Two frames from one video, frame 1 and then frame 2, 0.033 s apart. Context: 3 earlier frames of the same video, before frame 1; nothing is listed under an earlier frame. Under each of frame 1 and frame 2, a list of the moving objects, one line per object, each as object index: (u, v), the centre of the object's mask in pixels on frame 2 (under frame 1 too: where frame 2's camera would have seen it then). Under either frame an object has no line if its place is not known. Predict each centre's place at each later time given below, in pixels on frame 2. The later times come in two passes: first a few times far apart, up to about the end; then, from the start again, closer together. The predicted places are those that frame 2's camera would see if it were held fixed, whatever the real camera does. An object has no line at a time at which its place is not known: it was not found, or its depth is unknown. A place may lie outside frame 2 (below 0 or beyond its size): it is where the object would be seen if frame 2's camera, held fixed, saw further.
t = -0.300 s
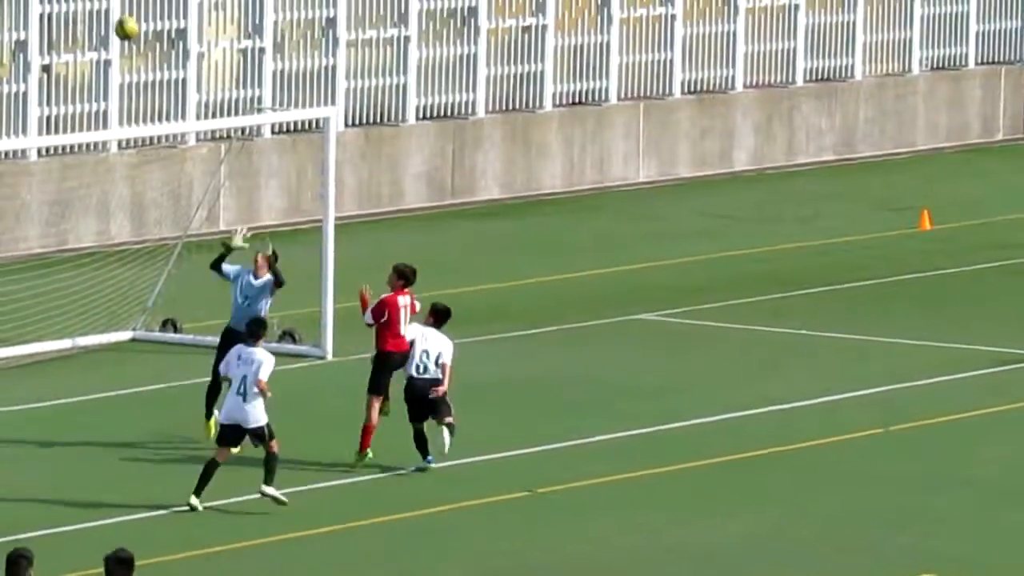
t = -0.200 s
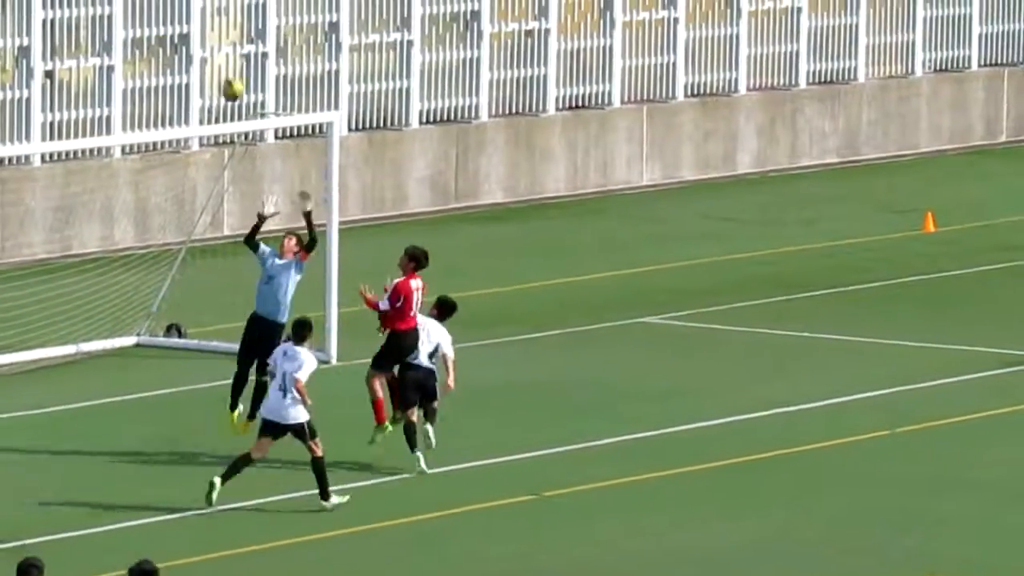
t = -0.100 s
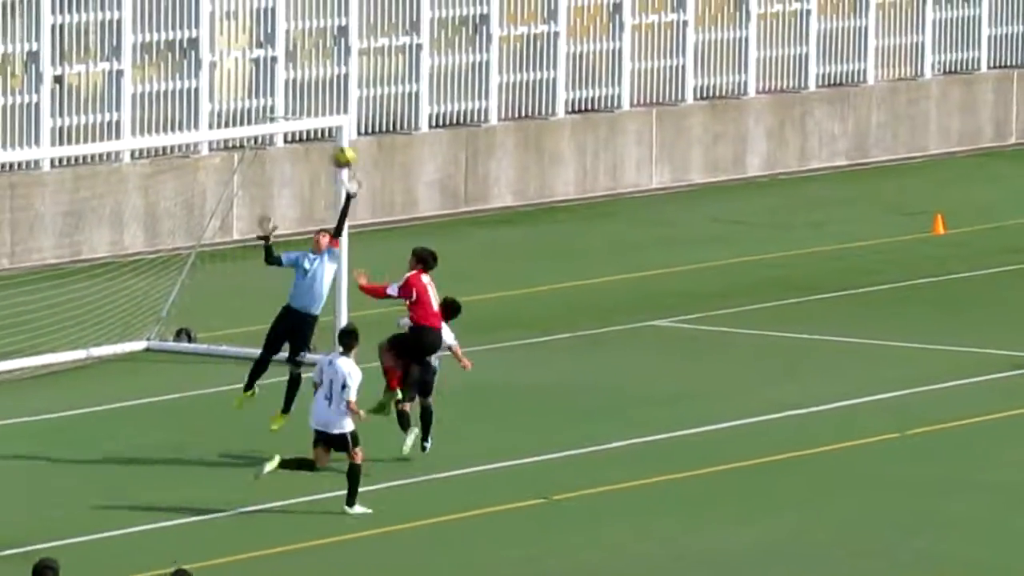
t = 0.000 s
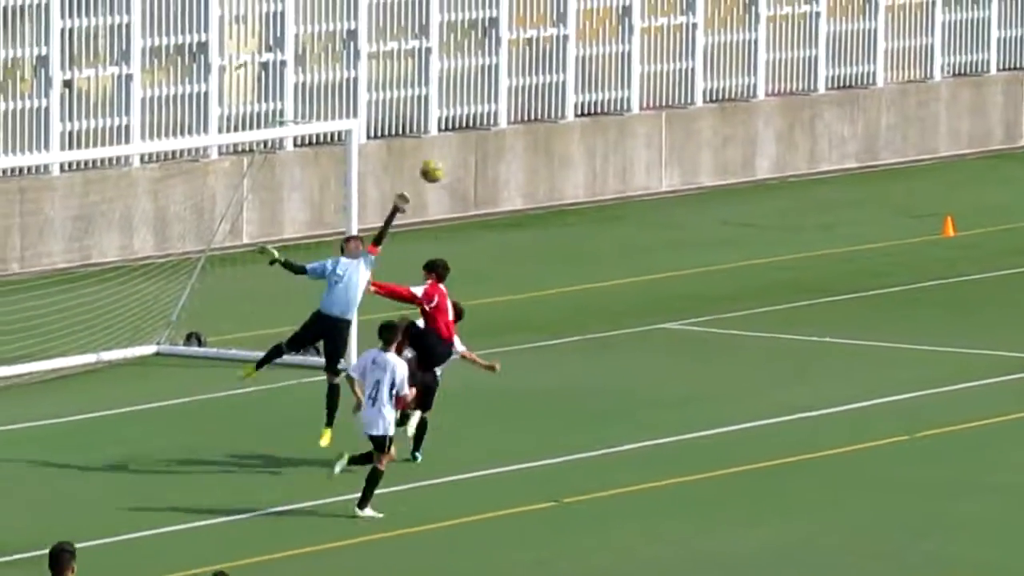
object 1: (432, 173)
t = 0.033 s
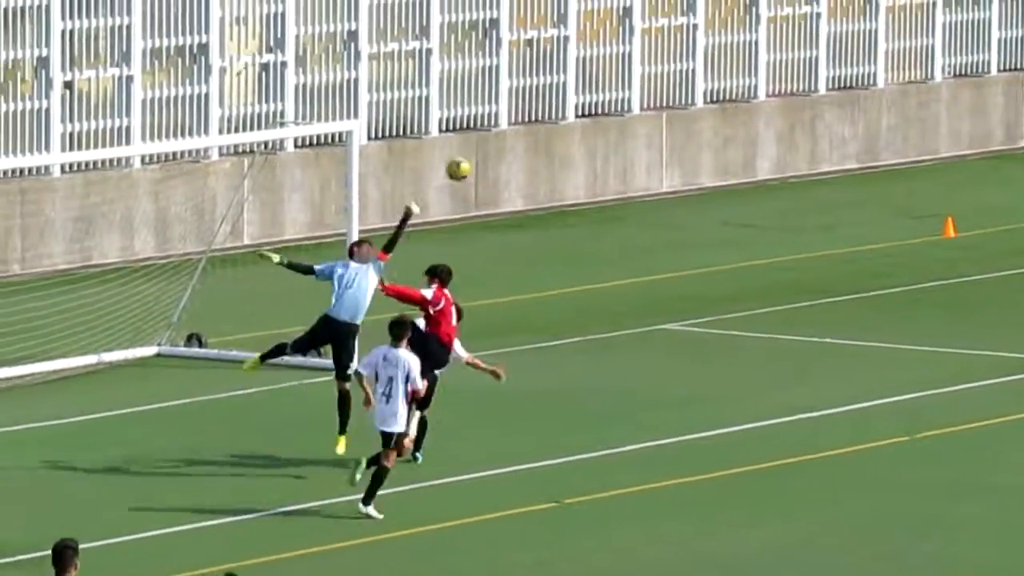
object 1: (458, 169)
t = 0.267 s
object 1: (627, 186)
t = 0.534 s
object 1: (814, 282)
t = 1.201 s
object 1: (1177, 330)
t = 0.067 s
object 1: (483, 167)
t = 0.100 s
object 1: (507, 168)
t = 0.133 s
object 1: (531, 169)
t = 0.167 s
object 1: (556, 171)
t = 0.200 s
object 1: (580, 175)
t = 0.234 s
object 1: (603, 180)
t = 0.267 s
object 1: (627, 186)
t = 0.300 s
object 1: (651, 194)
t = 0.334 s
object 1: (676, 202)
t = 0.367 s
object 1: (699, 212)
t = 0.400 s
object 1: (722, 223)
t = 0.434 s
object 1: (746, 236)
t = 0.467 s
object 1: (769, 251)
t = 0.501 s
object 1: (791, 265)
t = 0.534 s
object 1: (814, 282)
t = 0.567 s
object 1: (837, 299)
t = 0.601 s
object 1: (859, 317)
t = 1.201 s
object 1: (1177, 330)
